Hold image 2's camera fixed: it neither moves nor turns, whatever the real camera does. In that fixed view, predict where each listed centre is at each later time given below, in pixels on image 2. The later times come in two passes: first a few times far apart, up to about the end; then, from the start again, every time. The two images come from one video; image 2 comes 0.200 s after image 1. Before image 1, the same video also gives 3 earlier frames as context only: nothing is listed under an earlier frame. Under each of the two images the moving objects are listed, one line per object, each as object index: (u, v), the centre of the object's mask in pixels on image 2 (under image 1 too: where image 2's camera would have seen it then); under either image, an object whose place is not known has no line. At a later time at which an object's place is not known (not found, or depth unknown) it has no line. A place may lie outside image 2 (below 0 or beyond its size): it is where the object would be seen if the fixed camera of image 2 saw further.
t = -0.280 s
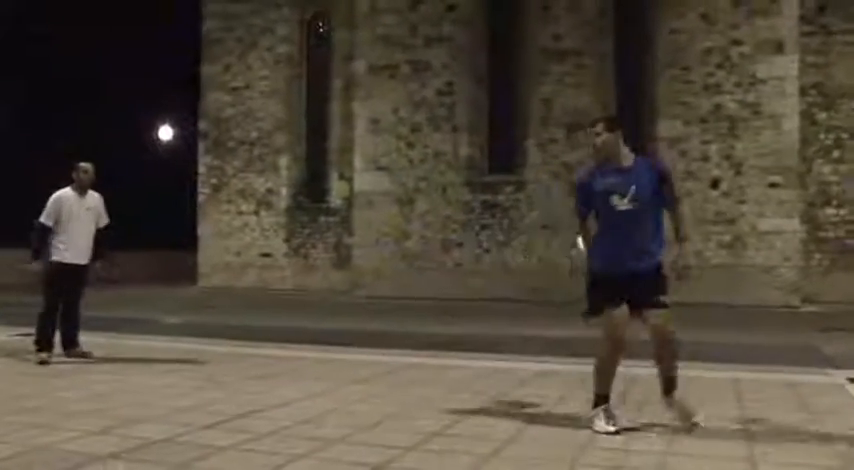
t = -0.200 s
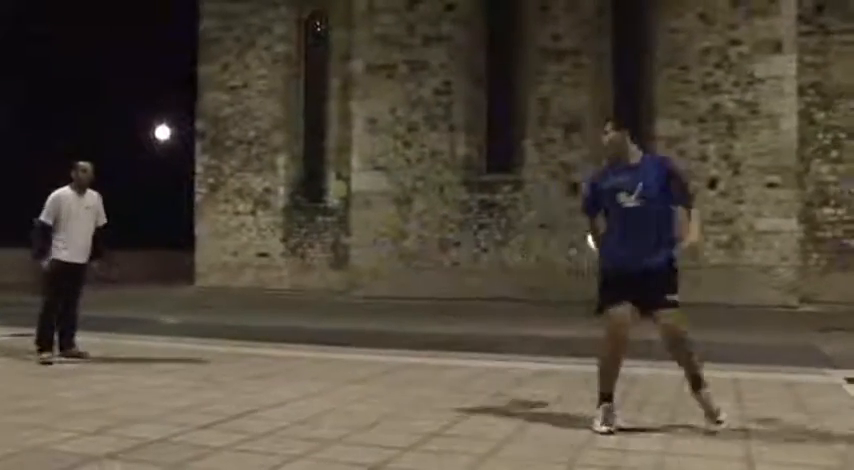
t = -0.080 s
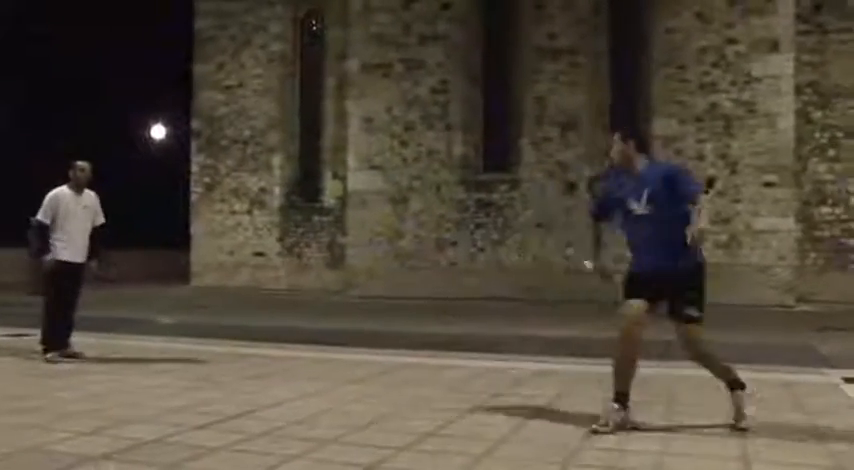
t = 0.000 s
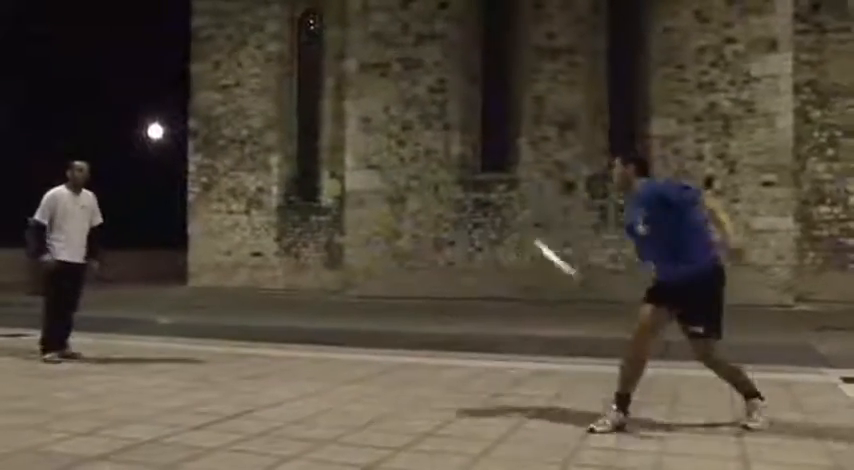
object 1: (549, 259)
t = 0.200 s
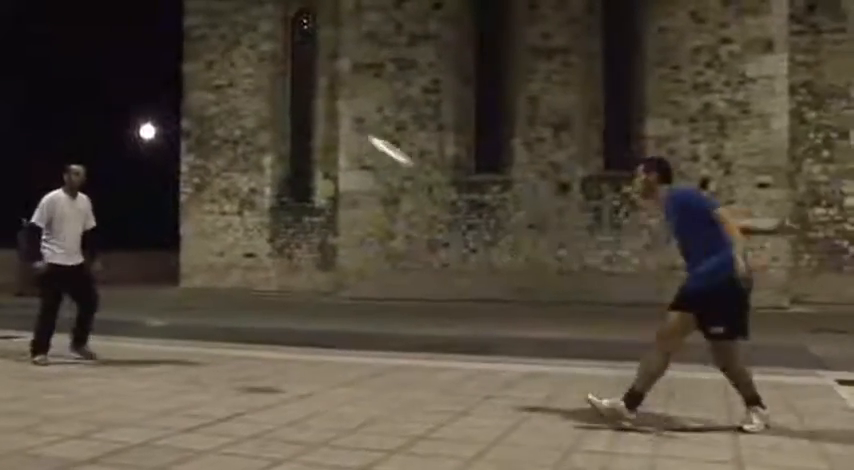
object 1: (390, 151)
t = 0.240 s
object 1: (365, 135)
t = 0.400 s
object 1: (281, 98)
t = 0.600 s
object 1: (206, 85)
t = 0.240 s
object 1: (365, 135)
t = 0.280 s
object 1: (341, 123)
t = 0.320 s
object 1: (320, 114)
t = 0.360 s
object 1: (299, 105)
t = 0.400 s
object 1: (281, 98)
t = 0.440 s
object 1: (262, 92)
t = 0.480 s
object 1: (247, 89)
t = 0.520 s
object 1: (231, 87)
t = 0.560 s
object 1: (218, 85)
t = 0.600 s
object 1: (206, 85)
